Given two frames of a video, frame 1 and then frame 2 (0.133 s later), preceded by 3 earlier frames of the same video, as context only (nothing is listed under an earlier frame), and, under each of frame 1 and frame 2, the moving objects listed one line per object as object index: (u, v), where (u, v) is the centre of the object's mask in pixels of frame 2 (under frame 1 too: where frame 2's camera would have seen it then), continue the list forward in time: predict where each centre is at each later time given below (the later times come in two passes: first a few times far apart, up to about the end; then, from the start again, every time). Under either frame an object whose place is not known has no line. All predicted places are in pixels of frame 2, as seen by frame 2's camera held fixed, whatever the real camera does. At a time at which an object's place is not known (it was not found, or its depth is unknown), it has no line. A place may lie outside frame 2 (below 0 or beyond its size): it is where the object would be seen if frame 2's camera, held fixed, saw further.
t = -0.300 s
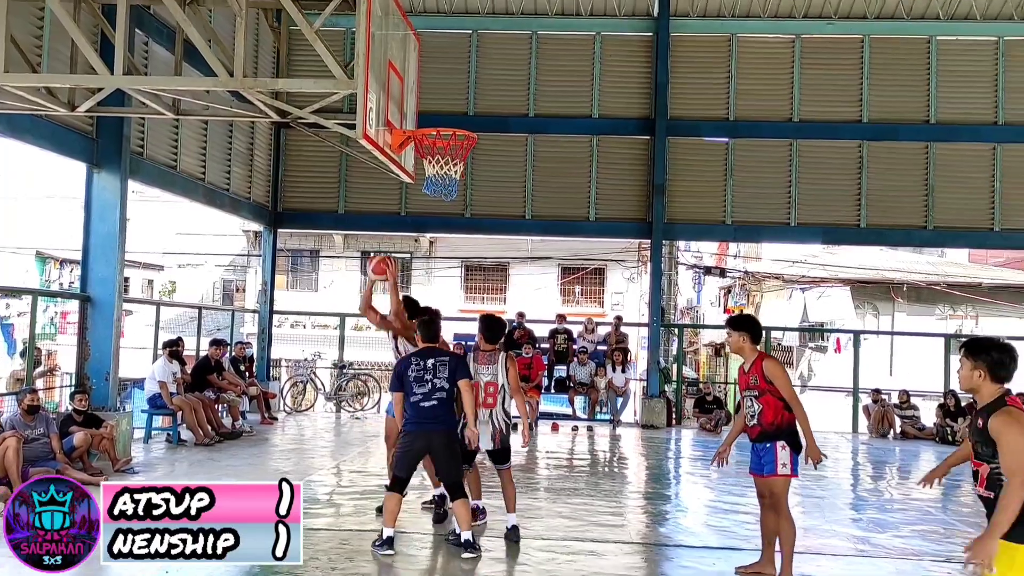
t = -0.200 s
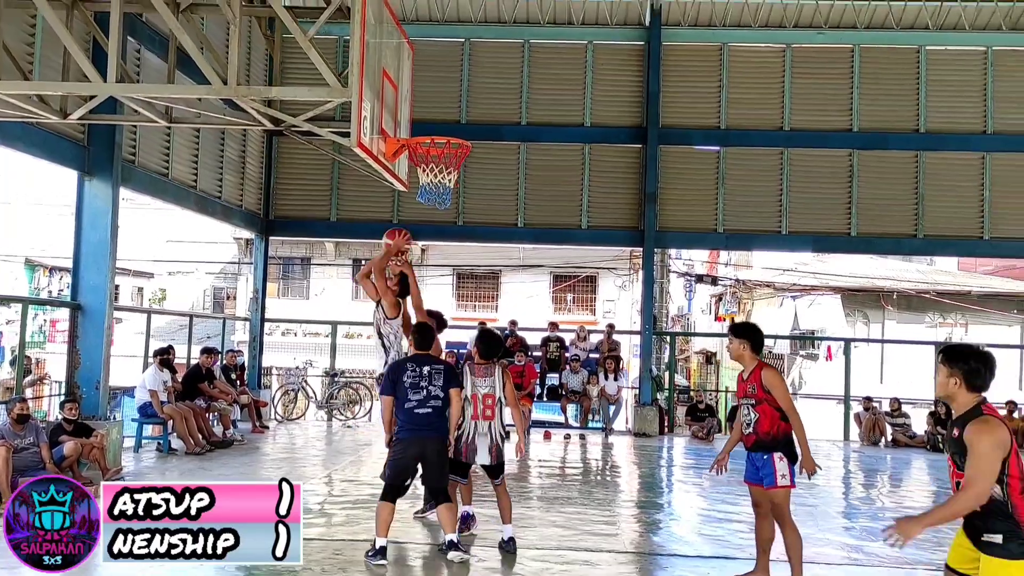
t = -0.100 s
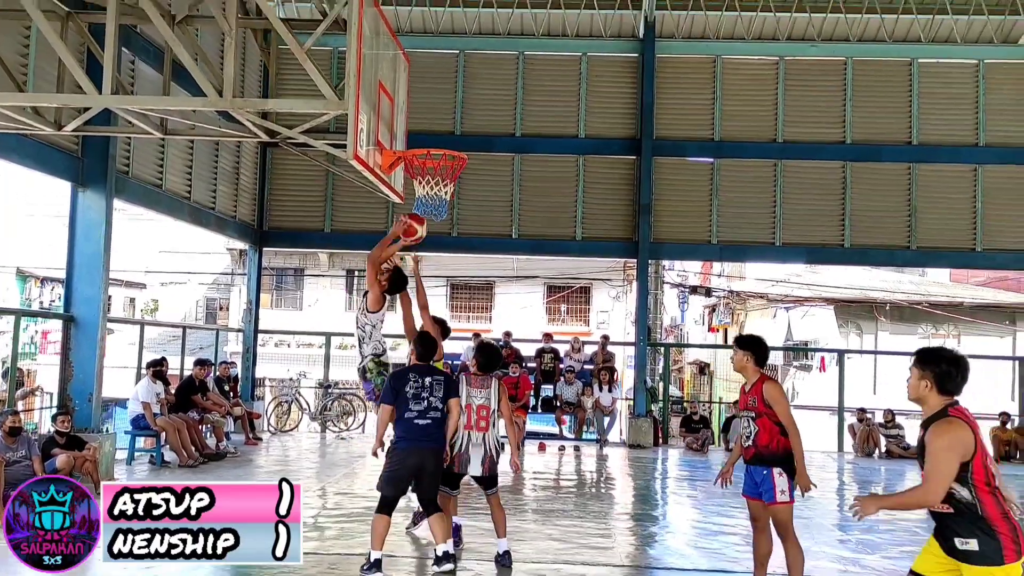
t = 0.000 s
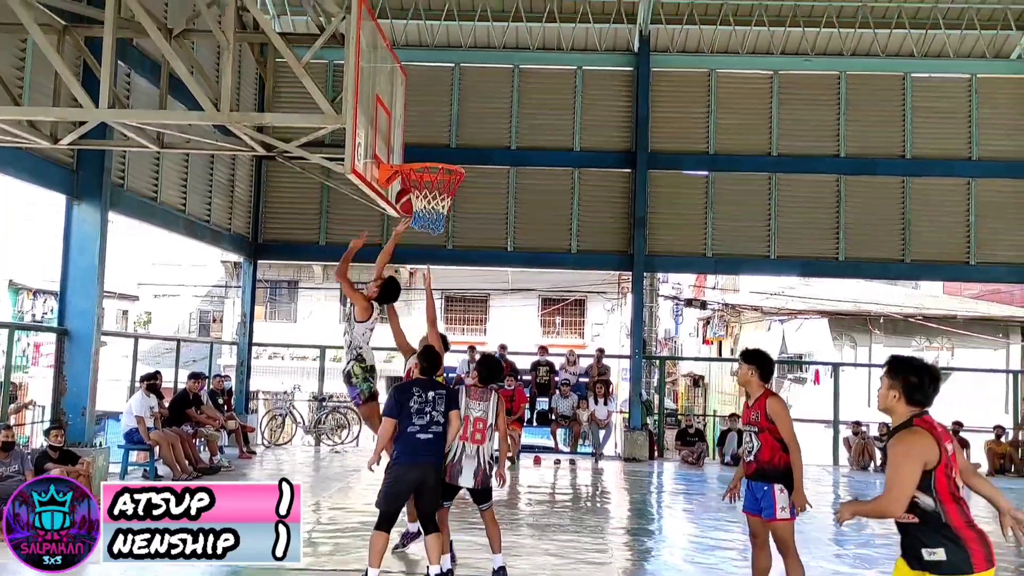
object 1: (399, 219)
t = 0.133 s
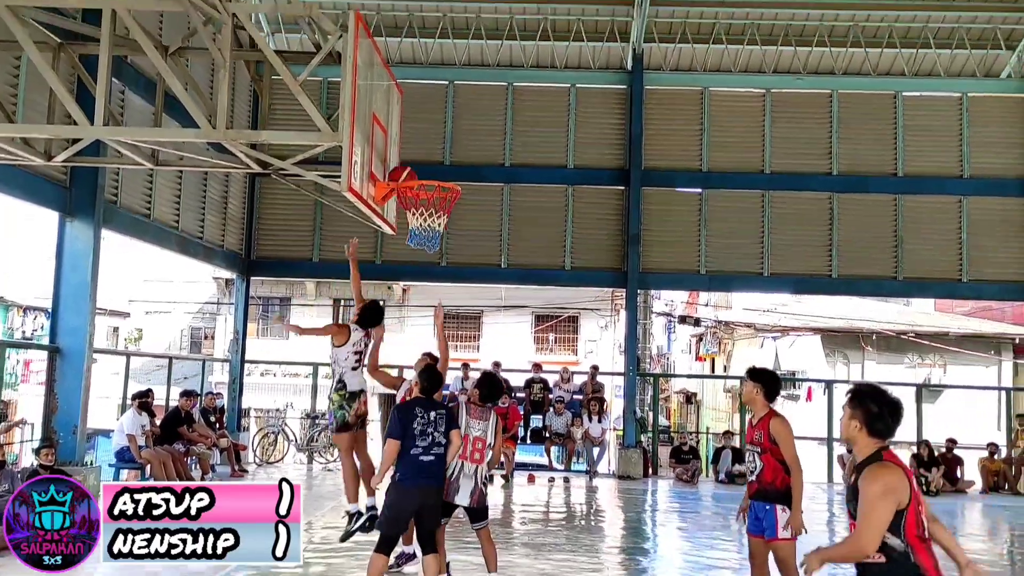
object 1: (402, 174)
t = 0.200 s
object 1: (400, 169)
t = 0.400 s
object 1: (397, 167)
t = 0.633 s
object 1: (400, 167)
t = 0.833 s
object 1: (405, 168)
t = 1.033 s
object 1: (421, 178)
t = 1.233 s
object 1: (431, 231)
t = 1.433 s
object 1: (436, 294)
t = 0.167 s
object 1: (402, 171)
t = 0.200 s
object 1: (400, 169)
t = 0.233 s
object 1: (400, 166)
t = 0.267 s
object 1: (399, 163)
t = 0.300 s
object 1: (398, 163)
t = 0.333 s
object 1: (398, 163)
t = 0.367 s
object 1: (398, 164)
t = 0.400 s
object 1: (397, 167)
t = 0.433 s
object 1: (397, 168)
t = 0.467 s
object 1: (398, 165)
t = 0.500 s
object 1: (399, 163)
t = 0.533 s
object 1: (399, 162)
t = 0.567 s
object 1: (400, 163)
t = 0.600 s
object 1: (400, 165)
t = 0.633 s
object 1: (400, 167)
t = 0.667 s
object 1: (401, 168)
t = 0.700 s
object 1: (402, 166)
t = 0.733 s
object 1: (403, 165)
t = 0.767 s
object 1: (404, 165)
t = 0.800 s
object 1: (404, 166)
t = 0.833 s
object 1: (405, 168)
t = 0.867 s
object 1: (407, 169)
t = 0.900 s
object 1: (409, 168)
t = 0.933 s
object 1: (412, 168)
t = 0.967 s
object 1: (414, 168)
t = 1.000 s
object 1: (417, 170)
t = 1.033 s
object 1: (421, 178)
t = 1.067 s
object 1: (422, 184)
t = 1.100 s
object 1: (426, 192)
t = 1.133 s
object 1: (428, 195)
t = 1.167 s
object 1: (430, 202)
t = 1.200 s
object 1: (431, 214)
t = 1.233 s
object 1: (431, 231)
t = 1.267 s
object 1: (433, 236)
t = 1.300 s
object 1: (434, 246)
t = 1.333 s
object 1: (434, 254)
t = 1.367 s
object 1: (435, 266)
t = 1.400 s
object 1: (435, 279)
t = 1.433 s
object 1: (436, 294)
